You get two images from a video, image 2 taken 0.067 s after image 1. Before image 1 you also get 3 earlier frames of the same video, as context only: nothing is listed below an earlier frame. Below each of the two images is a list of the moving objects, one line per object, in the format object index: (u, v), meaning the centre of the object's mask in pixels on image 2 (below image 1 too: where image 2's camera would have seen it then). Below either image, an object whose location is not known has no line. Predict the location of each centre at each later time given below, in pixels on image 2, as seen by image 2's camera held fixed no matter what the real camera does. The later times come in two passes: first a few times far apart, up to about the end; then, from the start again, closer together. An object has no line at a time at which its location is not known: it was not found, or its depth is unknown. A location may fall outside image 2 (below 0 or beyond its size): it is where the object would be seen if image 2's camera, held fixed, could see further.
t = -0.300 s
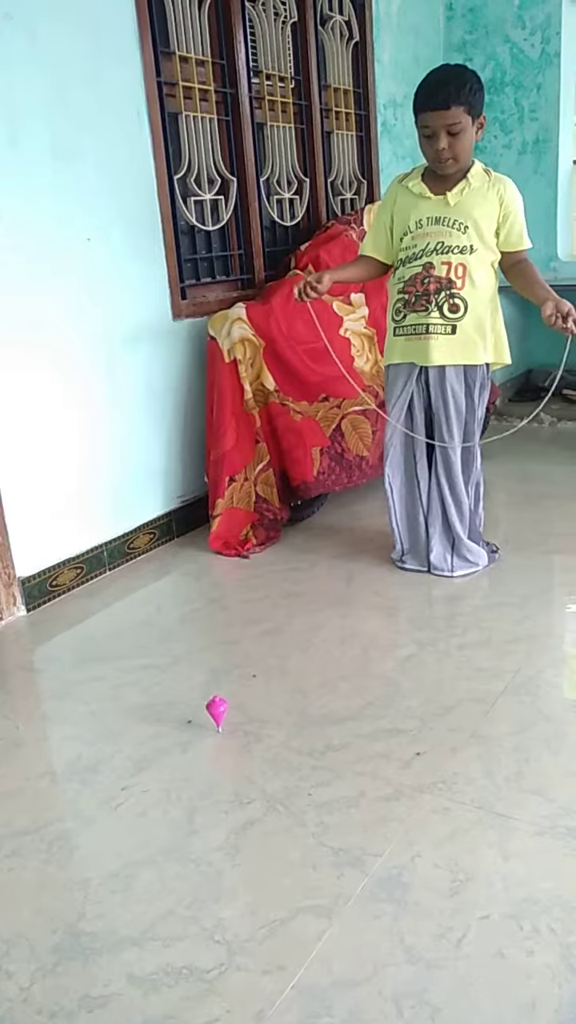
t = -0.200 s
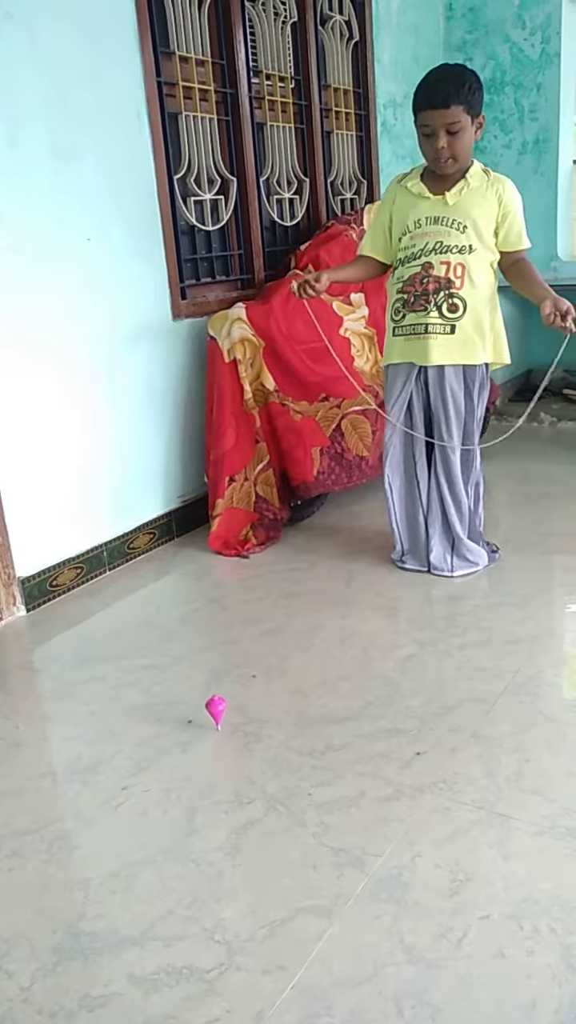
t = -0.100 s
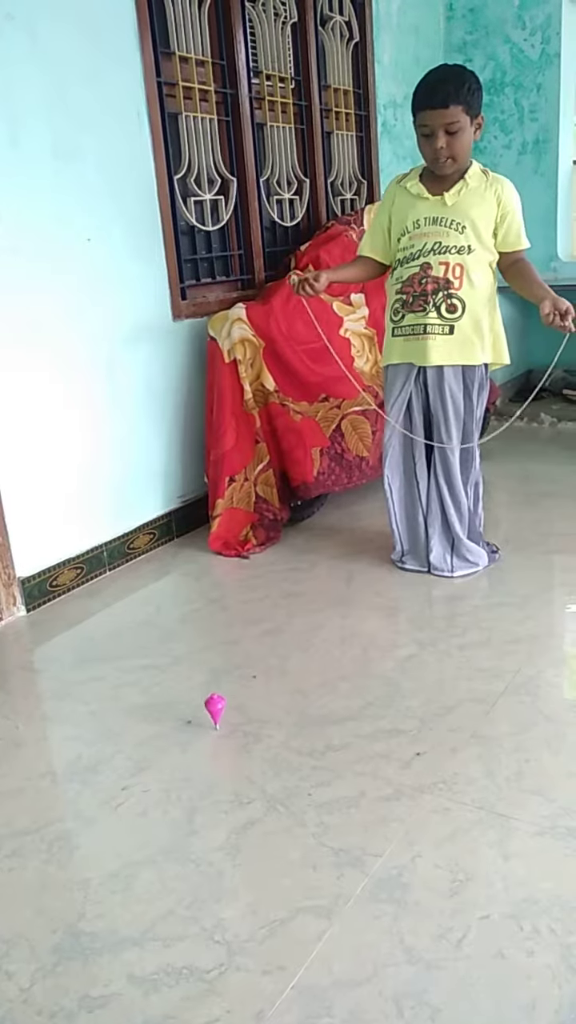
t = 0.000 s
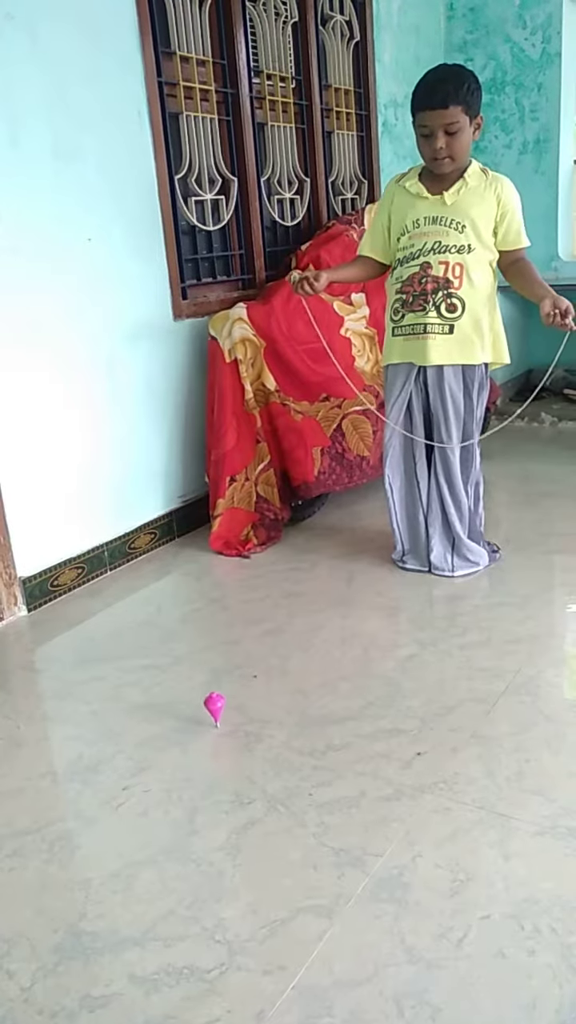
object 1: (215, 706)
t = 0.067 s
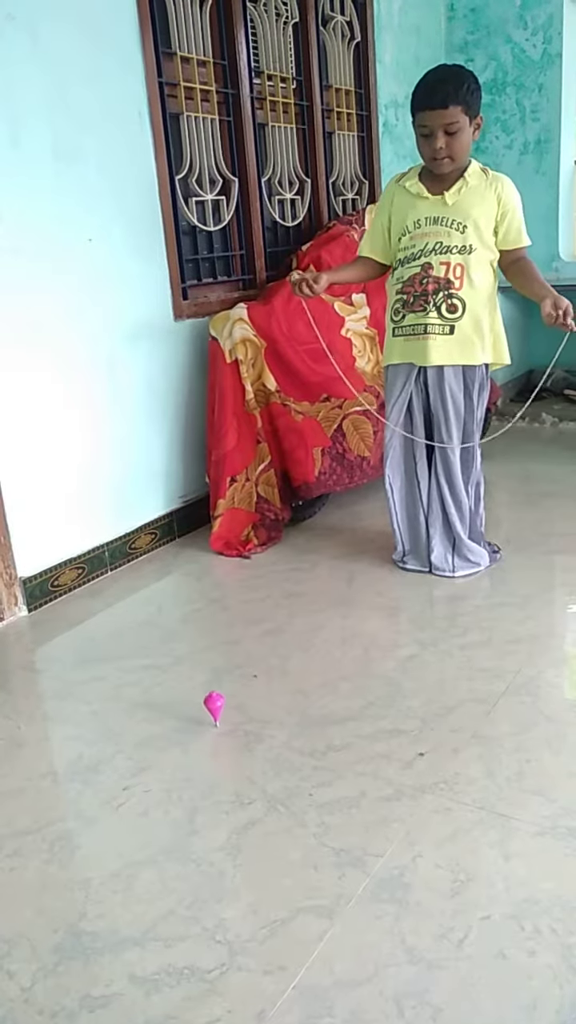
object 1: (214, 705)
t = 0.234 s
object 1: (211, 703)
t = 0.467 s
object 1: (205, 700)
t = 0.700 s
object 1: (197, 698)
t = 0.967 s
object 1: (185, 697)
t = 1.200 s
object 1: (176, 699)
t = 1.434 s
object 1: (166, 703)
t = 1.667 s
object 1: (158, 707)
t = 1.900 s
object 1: (152, 711)
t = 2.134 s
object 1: (148, 715)
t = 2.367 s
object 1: (147, 719)
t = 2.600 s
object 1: (147, 722)
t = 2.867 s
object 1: (150, 724)
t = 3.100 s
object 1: (152, 726)
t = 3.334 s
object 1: (154, 726)
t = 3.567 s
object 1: (157, 725)
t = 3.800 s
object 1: (159, 724)
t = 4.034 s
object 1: (161, 721)
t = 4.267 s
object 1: (162, 719)
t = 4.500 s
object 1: (161, 715)
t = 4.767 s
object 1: (158, 712)
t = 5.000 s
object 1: (155, 710)
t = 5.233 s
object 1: (149, 707)
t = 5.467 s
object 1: (143, 705)
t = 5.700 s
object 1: (135, 704)
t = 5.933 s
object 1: (128, 703)
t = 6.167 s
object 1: (119, 705)
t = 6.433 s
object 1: (109, 708)
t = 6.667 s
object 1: (102, 711)
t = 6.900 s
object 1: (96, 715)
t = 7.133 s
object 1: (92, 719)
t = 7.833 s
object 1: (88, 729)
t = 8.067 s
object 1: (89, 732)
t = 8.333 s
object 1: (90, 733)
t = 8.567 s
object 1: (92, 732)
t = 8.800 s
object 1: (93, 730)
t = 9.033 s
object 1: (94, 728)
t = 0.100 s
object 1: (214, 705)
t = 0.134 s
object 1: (214, 704)
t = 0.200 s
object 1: (212, 703)
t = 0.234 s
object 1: (211, 703)
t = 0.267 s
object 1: (211, 702)
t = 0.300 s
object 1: (210, 702)
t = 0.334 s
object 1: (209, 702)
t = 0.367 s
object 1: (208, 701)
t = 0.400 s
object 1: (207, 701)
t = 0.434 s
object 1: (206, 701)
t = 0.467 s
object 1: (205, 700)
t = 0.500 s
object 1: (204, 700)
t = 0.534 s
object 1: (203, 699)
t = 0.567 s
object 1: (202, 699)
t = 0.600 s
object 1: (201, 699)
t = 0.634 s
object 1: (199, 698)
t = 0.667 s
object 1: (198, 698)
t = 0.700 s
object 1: (197, 698)
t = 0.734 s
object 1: (195, 698)
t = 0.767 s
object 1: (194, 698)
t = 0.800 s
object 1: (193, 698)
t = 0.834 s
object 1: (191, 698)
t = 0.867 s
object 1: (190, 698)
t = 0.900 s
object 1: (188, 698)
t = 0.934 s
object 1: (187, 697)
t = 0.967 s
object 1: (185, 697)
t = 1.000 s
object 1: (184, 697)
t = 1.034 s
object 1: (183, 698)
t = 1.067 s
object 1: (181, 698)
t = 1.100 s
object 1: (180, 698)
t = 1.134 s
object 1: (178, 698)
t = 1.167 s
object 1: (177, 699)
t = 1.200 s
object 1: (176, 699)
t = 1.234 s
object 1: (175, 699)
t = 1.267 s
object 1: (173, 700)
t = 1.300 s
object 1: (172, 700)
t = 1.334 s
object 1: (170, 701)
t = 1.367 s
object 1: (169, 702)
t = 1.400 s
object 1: (167, 702)
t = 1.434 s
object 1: (166, 703)
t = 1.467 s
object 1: (165, 703)
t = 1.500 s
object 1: (164, 704)
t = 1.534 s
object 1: (162, 705)
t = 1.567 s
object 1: (161, 705)
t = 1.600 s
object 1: (160, 706)
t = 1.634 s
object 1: (159, 707)
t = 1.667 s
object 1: (158, 707)
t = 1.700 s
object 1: (157, 708)
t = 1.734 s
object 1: (156, 709)
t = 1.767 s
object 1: (155, 709)
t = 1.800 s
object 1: (154, 710)
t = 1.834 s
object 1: (153, 710)
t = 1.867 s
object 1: (153, 710)
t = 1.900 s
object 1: (152, 711)
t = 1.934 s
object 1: (151, 712)
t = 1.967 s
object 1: (151, 712)
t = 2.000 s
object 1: (150, 713)
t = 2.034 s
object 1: (149, 713)
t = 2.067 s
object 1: (149, 714)
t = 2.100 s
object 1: (148, 715)
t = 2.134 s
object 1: (148, 715)
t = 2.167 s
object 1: (148, 716)
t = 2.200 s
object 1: (147, 716)
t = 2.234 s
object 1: (147, 717)
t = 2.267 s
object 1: (147, 717)
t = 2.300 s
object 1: (147, 718)
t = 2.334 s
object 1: (147, 719)
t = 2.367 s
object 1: (147, 719)
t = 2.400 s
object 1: (147, 720)
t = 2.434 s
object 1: (147, 720)
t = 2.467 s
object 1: (147, 721)
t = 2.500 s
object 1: (147, 721)
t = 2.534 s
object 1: (147, 721)
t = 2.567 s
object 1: (147, 722)
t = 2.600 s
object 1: (147, 722)
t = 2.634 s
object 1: (148, 723)
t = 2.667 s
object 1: (148, 723)
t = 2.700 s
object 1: (148, 723)
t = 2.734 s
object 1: (148, 724)
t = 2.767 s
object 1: (149, 724)
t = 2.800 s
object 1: (149, 724)
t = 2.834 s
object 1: (150, 724)
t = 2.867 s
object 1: (150, 724)
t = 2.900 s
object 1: (150, 724)
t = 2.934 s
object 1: (150, 725)
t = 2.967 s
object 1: (150, 725)
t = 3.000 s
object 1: (151, 725)
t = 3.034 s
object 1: (151, 725)
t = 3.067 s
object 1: (152, 726)
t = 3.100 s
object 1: (152, 726)
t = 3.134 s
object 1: (153, 726)
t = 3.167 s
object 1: (153, 726)
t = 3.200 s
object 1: (153, 726)
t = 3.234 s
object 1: (153, 726)
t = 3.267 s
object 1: (154, 726)
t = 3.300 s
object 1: (154, 726)
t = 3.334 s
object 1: (154, 726)
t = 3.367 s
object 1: (155, 726)
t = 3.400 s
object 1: (155, 726)
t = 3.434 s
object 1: (156, 726)
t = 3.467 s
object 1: (156, 726)
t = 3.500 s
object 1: (156, 725)
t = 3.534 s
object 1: (157, 725)
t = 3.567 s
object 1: (157, 725)
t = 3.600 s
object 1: (157, 725)
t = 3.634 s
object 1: (158, 725)
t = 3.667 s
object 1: (158, 725)
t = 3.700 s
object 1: (158, 724)
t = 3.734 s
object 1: (159, 724)
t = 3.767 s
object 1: (159, 724)
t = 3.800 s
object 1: (159, 724)
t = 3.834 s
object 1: (159, 724)
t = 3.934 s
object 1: (160, 723)
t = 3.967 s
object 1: (161, 722)
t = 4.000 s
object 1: (161, 721)
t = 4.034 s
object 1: (161, 721)
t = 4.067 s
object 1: (162, 720)
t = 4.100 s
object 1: (161, 720)
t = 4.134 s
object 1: (161, 720)
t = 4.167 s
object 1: (161, 720)
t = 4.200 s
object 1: (162, 720)
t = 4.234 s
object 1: (162, 720)
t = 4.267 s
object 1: (162, 719)
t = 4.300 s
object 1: (162, 718)
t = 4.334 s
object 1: (161, 718)
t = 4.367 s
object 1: (161, 717)
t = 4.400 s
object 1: (161, 716)
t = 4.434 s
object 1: (161, 716)
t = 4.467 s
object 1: (161, 716)
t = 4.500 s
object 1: (161, 715)
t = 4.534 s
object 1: (161, 715)
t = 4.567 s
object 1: (160, 715)
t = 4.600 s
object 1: (160, 714)
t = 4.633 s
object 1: (160, 714)
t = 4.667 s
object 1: (159, 713)
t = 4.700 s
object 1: (159, 713)
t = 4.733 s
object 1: (158, 713)
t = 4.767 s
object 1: (158, 712)
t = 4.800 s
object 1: (158, 712)
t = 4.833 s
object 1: (157, 711)
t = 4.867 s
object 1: (157, 711)
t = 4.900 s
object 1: (156, 711)
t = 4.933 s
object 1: (156, 710)
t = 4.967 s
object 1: (155, 710)
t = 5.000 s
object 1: (155, 710)
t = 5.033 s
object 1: (154, 709)
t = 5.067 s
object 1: (153, 709)
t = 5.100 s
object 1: (152, 708)
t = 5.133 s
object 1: (152, 708)
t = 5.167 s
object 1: (151, 707)
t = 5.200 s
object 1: (150, 707)
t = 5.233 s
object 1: (149, 707)
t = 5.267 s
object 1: (148, 707)
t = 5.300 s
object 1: (147, 706)
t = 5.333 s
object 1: (146, 706)
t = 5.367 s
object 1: (145, 706)
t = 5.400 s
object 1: (144, 706)
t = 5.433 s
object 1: (144, 705)
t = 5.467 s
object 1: (143, 705)
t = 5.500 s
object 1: (141, 705)
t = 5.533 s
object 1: (140, 705)
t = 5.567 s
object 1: (139, 705)
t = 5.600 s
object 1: (138, 704)
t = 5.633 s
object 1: (137, 704)
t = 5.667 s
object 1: (136, 704)
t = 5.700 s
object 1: (135, 704)
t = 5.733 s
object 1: (134, 703)
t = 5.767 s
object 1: (133, 703)
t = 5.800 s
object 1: (132, 703)
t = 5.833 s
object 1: (131, 703)
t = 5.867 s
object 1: (130, 703)
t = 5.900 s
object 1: (129, 703)
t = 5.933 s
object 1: (128, 703)
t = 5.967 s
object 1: (126, 703)
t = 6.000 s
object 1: (125, 703)
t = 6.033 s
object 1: (124, 703)
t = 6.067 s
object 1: (123, 704)
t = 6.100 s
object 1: (121, 704)
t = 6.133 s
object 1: (120, 704)
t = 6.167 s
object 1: (119, 705)
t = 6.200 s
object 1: (117, 705)
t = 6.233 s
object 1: (116, 705)
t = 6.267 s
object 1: (115, 706)
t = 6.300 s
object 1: (114, 706)
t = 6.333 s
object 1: (113, 706)
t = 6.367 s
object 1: (111, 707)
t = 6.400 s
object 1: (110, 707)
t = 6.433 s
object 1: (109, 708)
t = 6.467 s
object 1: (108, 708)
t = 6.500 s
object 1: (107, 709)
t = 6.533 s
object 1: (106, 709)
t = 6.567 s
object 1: (105, 709)
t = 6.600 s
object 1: (104, 710)
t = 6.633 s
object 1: (103, 710)
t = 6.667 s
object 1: (102, 711)
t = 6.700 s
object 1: (101, 711)
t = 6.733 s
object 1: (100, 712)
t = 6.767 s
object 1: (99, 712)
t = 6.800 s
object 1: (98, 713)
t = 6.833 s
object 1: (98, 714)
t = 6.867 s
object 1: (97, 714)
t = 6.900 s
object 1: (96, 715)
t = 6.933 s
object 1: (95, 716)
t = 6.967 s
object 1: (95, 716)
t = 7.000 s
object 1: (94, 717)
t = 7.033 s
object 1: (94, 717)
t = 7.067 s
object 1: (93, 718)
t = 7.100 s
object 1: (93, 718)
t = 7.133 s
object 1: (92, 719)
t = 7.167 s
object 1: (92, 719)
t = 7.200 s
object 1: (91, 720)
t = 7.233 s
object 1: (91, 720)
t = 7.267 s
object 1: (90, 721)
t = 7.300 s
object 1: (90, 722)
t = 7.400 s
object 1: (89, 723)
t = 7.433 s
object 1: (89, 723)
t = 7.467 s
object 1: (89, 724)
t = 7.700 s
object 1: (88, 728)
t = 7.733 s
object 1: (88, 728)
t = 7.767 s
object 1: (88, 729)
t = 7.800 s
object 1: (88, 729)
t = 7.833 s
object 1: (88, 729)
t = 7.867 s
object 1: (88, 730)
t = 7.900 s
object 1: (88, 730)
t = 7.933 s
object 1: (89, 730)
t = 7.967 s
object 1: (89, 731)
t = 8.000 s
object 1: (89, 732)
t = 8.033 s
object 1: (89, 732)
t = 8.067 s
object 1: (89, 732)
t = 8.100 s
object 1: (89, 732)
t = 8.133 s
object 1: (89, 733)
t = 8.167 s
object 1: (89, 733)
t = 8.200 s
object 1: (89, 733)
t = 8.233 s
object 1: (89, 733)
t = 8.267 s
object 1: (89, 733)
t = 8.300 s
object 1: (90, 733)
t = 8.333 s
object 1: (90, 733)
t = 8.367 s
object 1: (90, 733)
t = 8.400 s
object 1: (91, 733)
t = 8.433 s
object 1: (91, 732)
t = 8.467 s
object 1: (91, 732)
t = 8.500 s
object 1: (92, 732)
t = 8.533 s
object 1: (92, 732)
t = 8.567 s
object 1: (92, 732)
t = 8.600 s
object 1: (92, 731)
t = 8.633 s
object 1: (92, 731)
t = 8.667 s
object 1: (93, 731)
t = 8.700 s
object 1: (93, 731)
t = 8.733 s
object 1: (93, 731)
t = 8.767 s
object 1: (93, 730)
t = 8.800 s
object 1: (93, 730)
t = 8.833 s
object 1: (93, 730)
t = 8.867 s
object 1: (94, 730)
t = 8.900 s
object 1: (94, 729)
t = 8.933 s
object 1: (94, 729)
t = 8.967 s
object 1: (94, 729)
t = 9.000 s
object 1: (94, 728)
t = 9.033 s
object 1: (94, 728)
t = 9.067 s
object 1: (94, 728)
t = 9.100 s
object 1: (93, 728)
